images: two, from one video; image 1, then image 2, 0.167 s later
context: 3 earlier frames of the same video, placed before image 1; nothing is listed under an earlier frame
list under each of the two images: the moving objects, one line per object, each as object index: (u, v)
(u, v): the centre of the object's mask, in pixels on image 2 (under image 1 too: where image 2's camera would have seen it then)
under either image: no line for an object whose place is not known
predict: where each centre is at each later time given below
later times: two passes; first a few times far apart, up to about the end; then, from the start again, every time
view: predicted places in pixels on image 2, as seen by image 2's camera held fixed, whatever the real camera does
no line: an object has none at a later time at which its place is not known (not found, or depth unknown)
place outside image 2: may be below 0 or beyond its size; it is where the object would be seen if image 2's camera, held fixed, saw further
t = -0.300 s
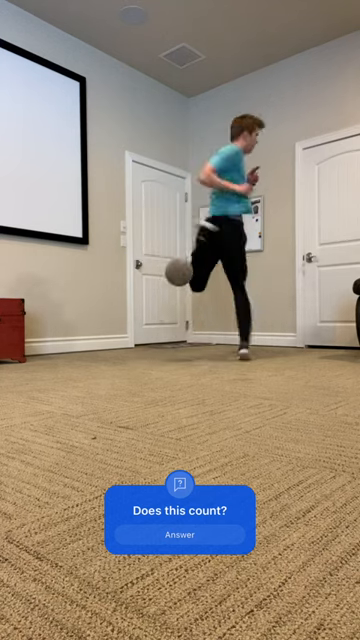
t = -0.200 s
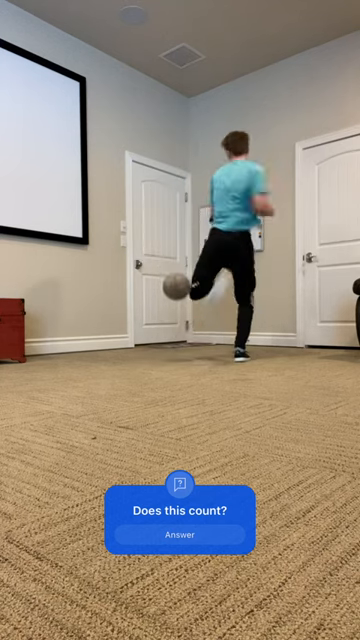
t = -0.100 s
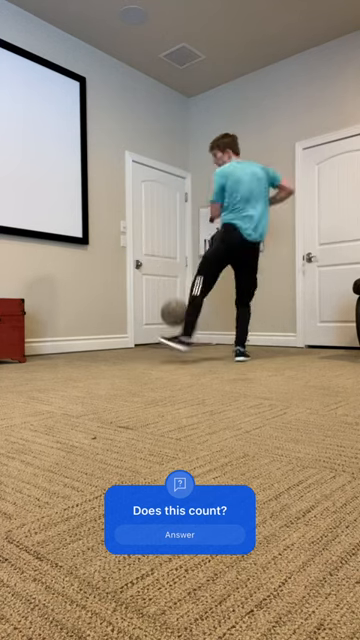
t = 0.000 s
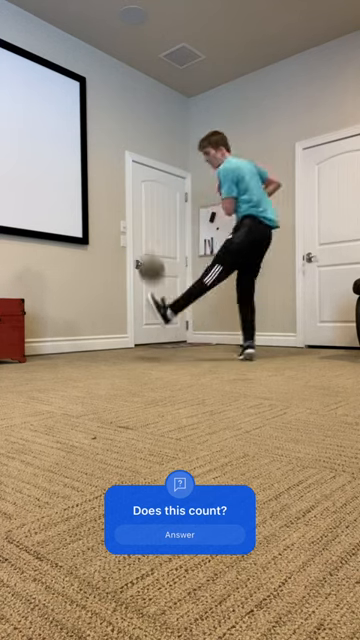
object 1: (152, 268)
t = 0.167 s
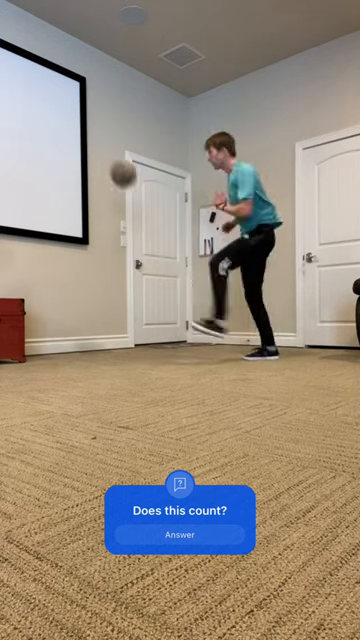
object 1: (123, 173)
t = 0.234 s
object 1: (112, 145)
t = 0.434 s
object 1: (79, 99)
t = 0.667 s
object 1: (45, 108)
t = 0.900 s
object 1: (21, 172)
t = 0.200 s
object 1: (117, 158)
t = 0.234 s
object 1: (112, 145)
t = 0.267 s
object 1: (106, 134)
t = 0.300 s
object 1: (100, 124)
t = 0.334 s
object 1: (95, 116)
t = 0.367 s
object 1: (89, 109)
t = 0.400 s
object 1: (84, 103)
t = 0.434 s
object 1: (79, 99)
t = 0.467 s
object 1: (74, 96)
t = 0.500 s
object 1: (69, 94)
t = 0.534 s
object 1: (64, 94)
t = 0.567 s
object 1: (59, 95)
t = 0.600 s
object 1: (55, 98)
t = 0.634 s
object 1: (50, 103)
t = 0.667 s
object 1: (45, 108)
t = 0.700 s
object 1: (41, 115)
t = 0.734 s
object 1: (36, 123)
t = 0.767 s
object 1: (32, 132)
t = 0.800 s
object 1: (27, 142)
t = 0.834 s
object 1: (23, 153)
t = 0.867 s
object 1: (20, 164)
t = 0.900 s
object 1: (21, 172)
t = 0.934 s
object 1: (21, 180)
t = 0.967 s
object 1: (22, 190)
